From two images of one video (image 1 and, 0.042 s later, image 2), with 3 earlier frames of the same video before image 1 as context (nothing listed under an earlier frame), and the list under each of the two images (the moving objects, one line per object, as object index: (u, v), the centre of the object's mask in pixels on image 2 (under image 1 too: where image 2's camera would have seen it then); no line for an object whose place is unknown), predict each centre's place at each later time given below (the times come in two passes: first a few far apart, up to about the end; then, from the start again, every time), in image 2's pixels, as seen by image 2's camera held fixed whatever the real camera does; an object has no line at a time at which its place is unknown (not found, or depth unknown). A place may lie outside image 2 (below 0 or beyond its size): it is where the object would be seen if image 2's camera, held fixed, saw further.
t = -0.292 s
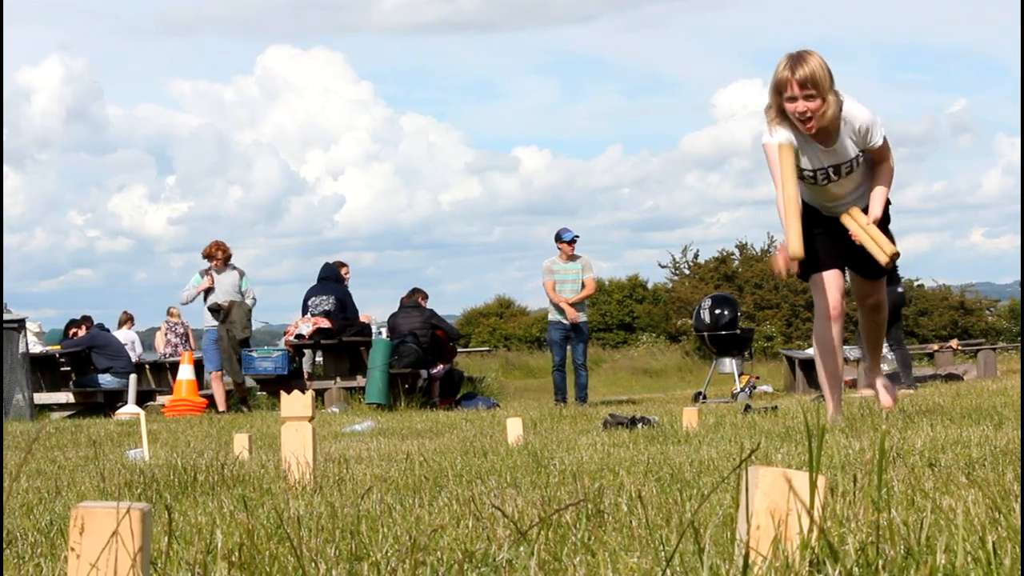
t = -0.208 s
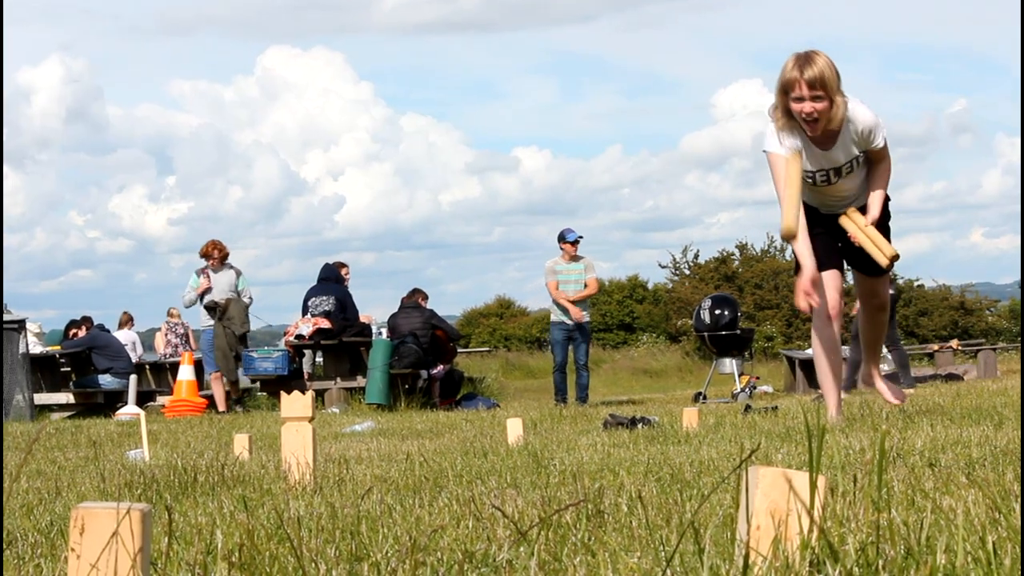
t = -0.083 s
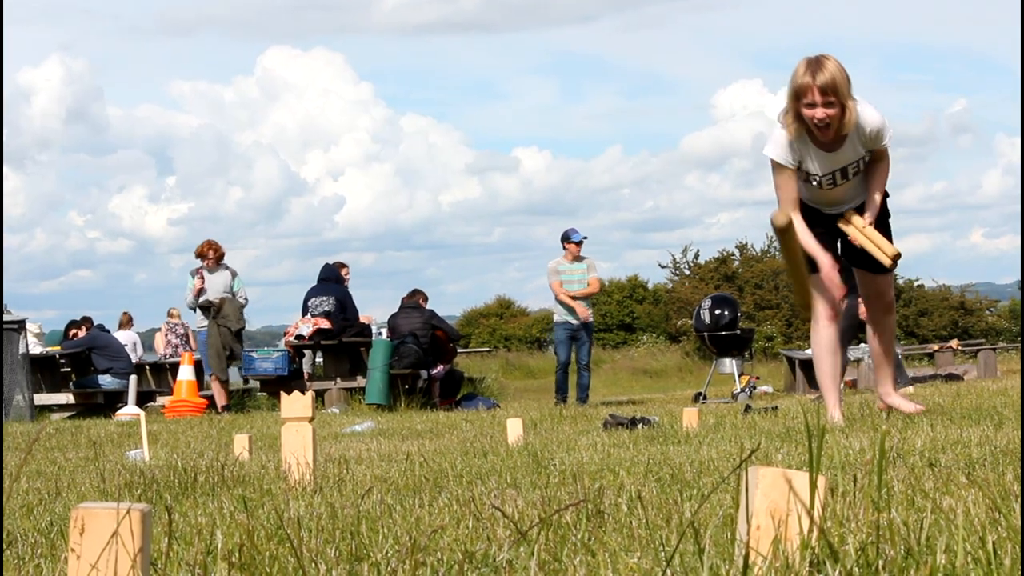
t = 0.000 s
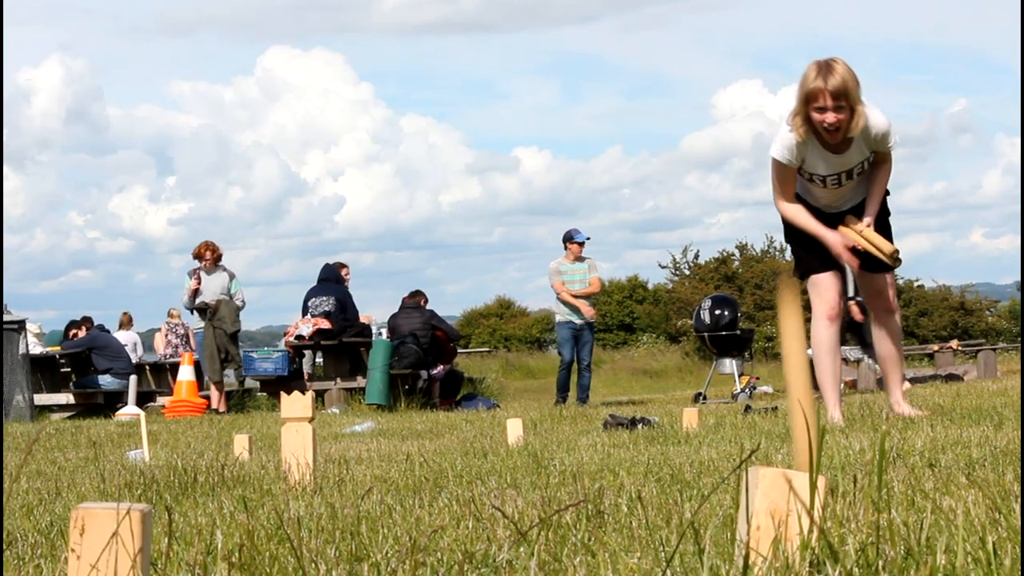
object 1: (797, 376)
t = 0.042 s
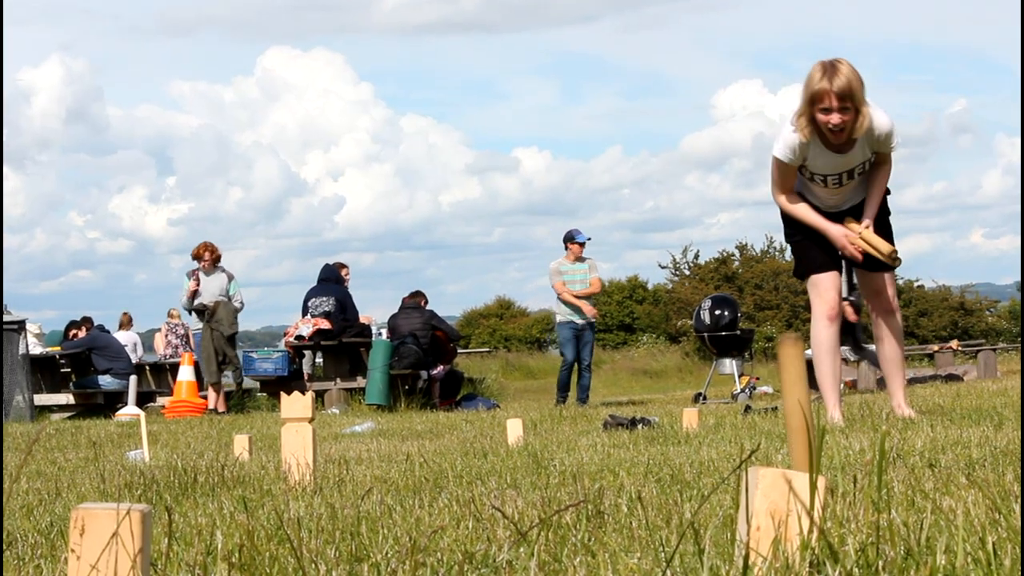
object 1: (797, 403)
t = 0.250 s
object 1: (783, 337)
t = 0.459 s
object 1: (790, 409)
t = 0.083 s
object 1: (798, 400)
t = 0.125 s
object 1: (795, 366)
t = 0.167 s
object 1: (791, 345)
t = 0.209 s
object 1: (790, 346)
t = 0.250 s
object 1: (783, 337)
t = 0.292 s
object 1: (784, 360)
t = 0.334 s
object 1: (780, 405)
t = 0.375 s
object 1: (794, 499)
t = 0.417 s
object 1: (782, 443)
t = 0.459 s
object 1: (790, 409)
